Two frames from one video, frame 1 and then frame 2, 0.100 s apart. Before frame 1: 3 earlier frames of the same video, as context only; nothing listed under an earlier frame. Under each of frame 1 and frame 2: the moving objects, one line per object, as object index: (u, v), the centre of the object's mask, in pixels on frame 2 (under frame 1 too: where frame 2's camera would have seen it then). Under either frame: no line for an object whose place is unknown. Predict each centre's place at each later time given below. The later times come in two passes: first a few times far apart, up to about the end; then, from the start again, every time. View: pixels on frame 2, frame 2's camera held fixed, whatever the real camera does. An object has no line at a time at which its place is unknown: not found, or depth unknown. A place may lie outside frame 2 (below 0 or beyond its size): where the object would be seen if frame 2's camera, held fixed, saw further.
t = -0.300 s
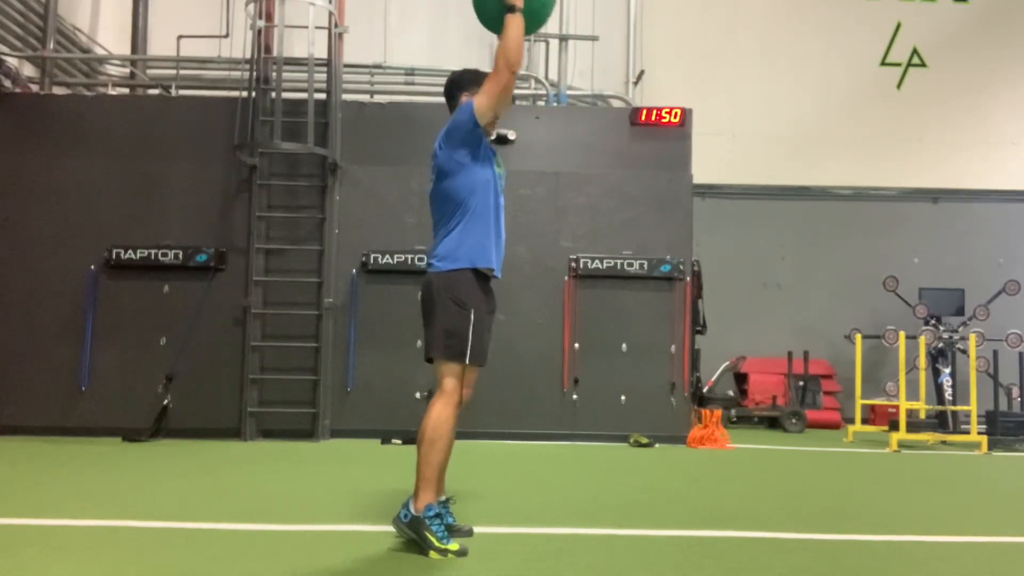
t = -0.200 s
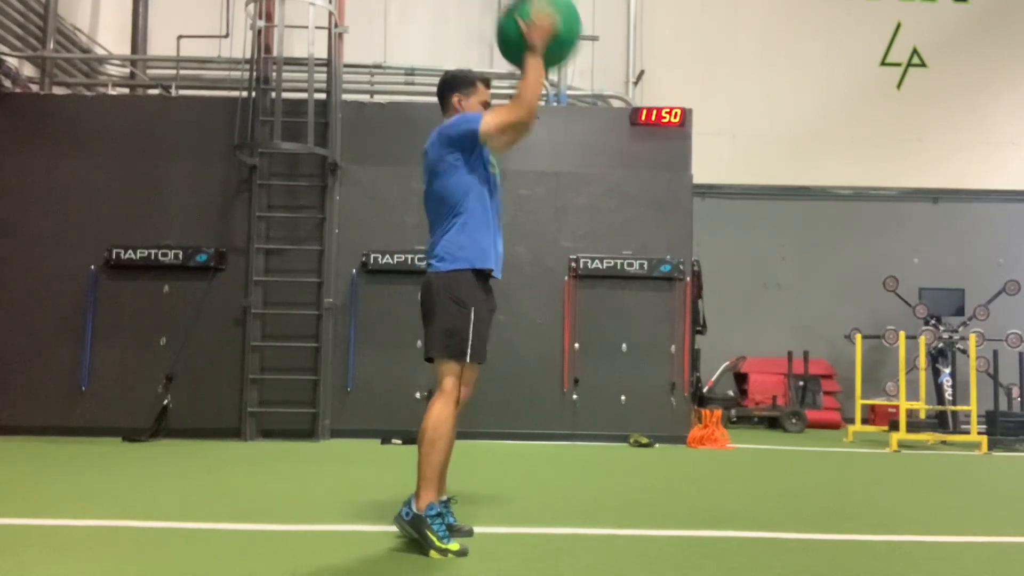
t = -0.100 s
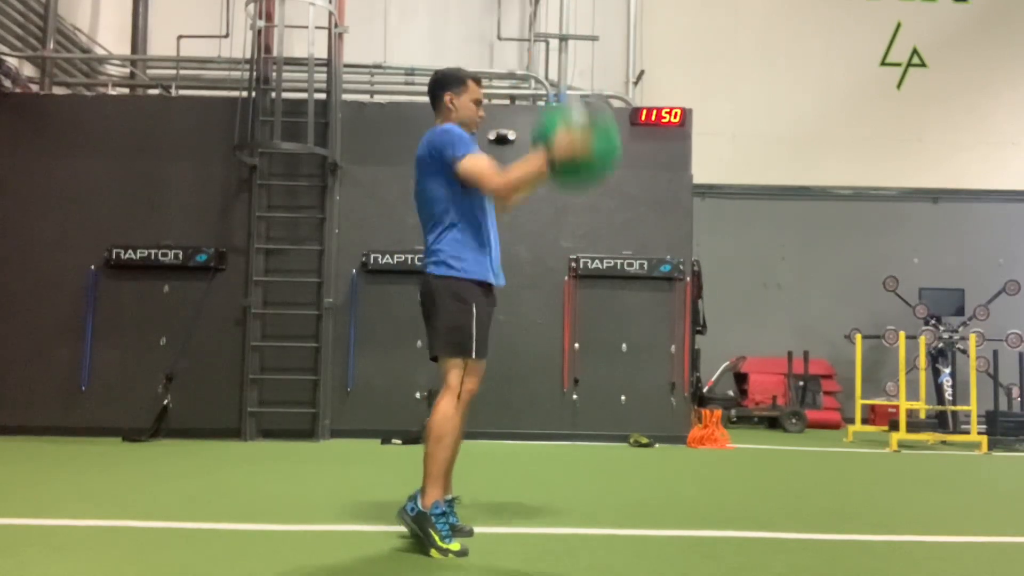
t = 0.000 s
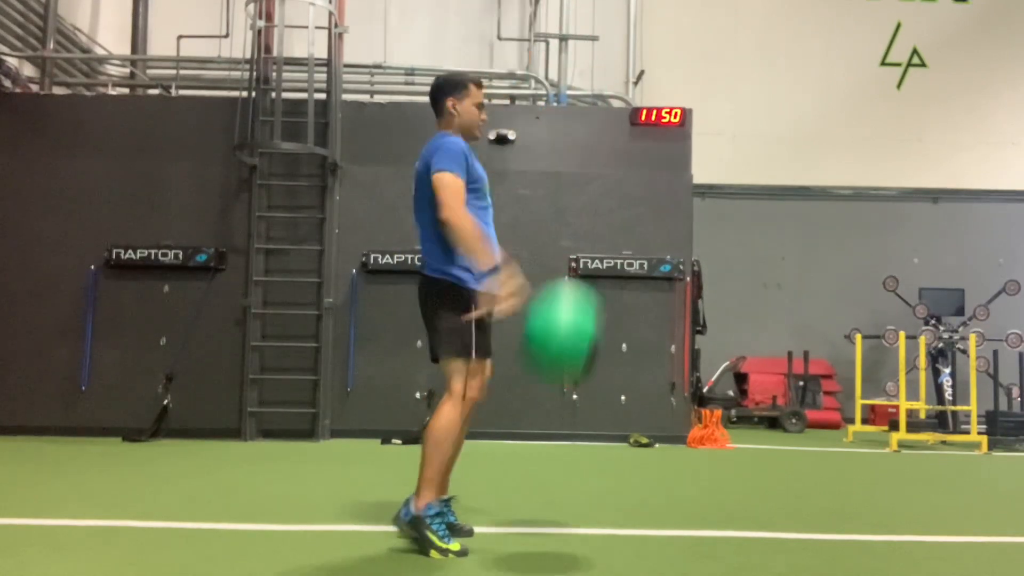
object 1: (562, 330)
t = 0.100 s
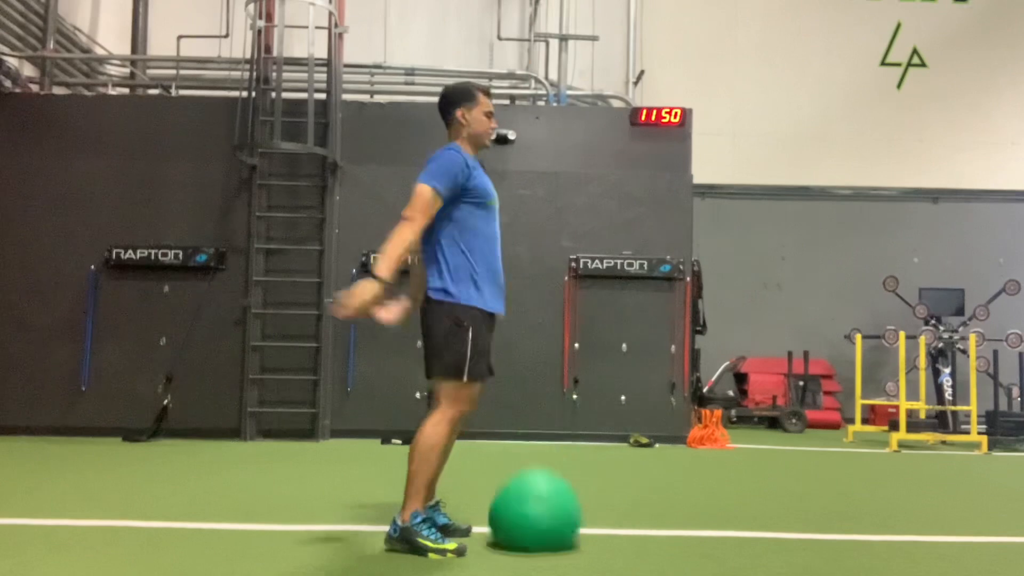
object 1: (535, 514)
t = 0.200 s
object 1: (533, 448)
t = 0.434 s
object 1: (524, 393)
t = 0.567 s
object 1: (519, 422)
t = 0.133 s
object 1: (533, 489)
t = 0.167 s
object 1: (533, 467)
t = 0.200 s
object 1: (533, 448)
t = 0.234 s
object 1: (531, 431)
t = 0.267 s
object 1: (530, 418)
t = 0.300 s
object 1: (526, 406)
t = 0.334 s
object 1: (527, 399)
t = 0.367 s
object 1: (527, 395)
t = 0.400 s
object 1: (525, 392)
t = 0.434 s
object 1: (524, 393)
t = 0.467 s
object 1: (523, 396)
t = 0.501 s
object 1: (521, 402)
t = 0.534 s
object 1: (520, 410)
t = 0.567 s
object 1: (519, 422)
